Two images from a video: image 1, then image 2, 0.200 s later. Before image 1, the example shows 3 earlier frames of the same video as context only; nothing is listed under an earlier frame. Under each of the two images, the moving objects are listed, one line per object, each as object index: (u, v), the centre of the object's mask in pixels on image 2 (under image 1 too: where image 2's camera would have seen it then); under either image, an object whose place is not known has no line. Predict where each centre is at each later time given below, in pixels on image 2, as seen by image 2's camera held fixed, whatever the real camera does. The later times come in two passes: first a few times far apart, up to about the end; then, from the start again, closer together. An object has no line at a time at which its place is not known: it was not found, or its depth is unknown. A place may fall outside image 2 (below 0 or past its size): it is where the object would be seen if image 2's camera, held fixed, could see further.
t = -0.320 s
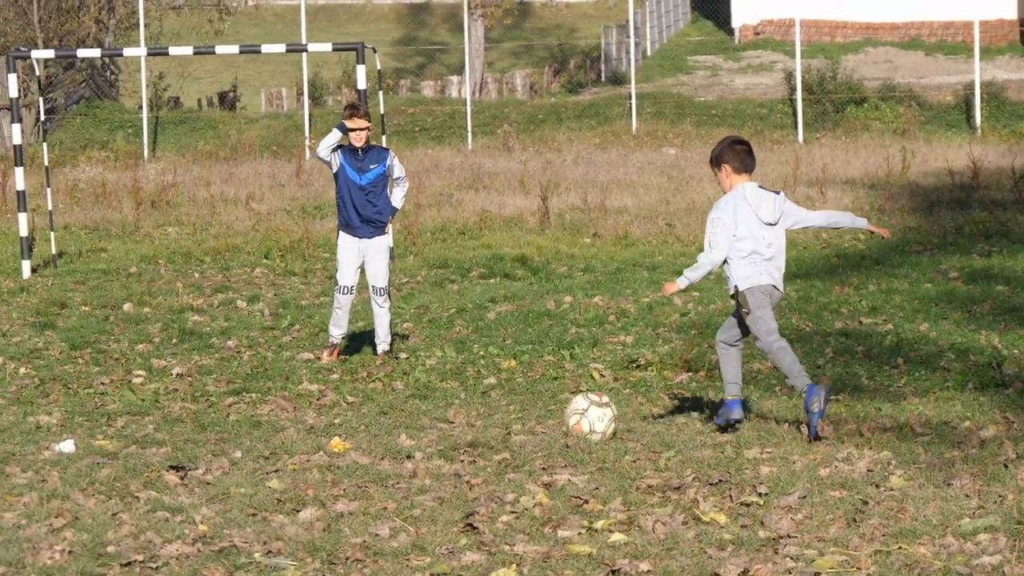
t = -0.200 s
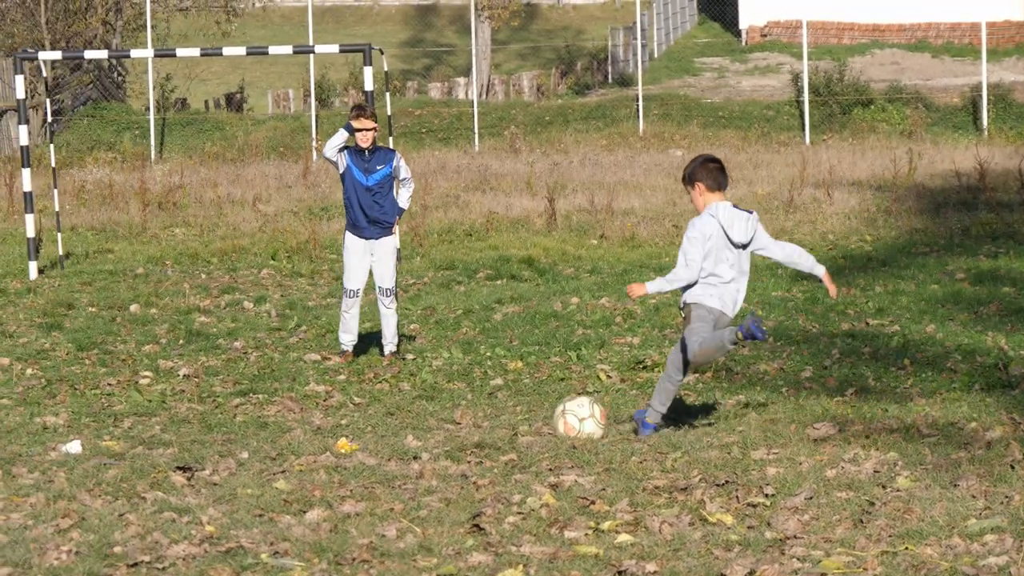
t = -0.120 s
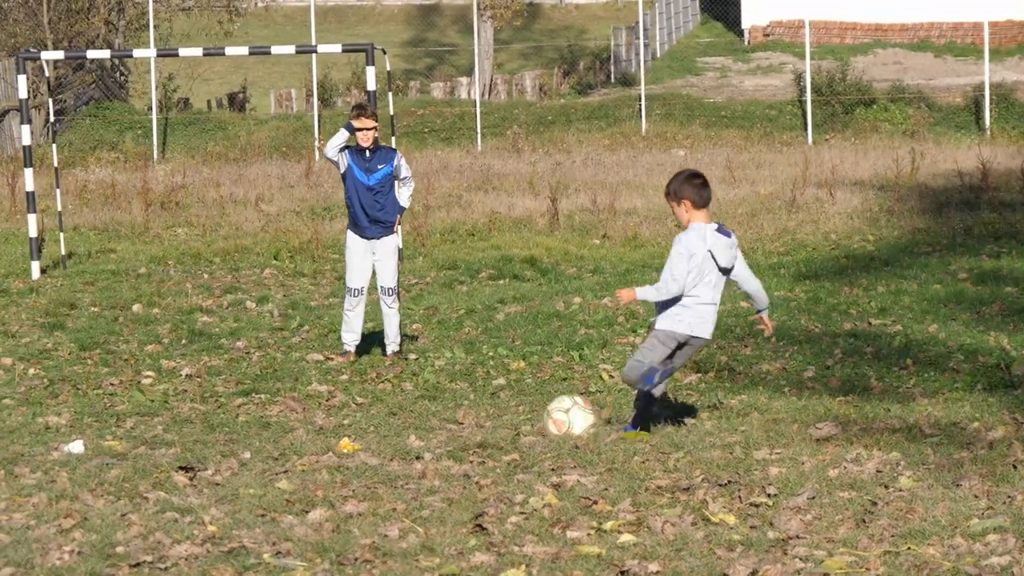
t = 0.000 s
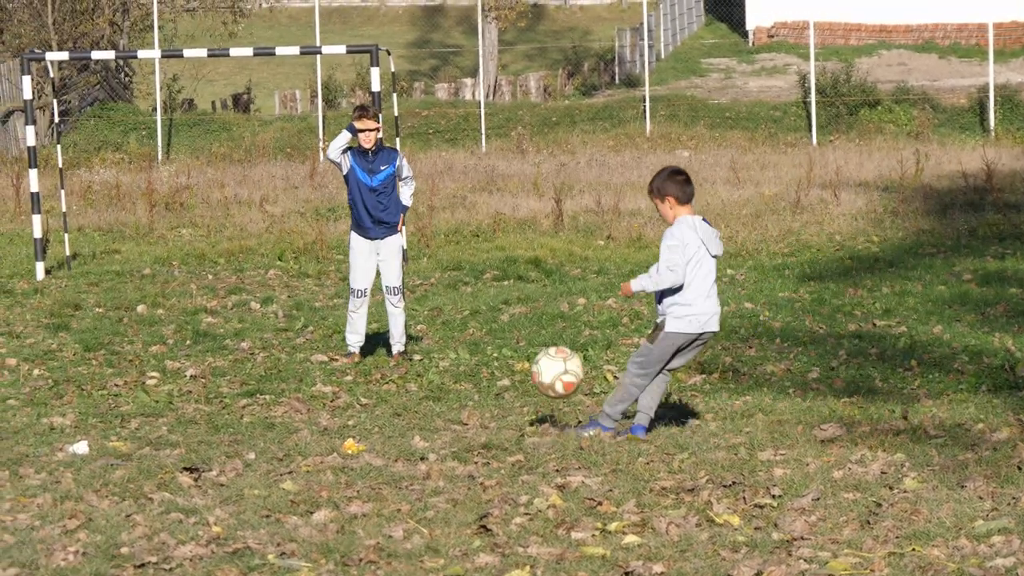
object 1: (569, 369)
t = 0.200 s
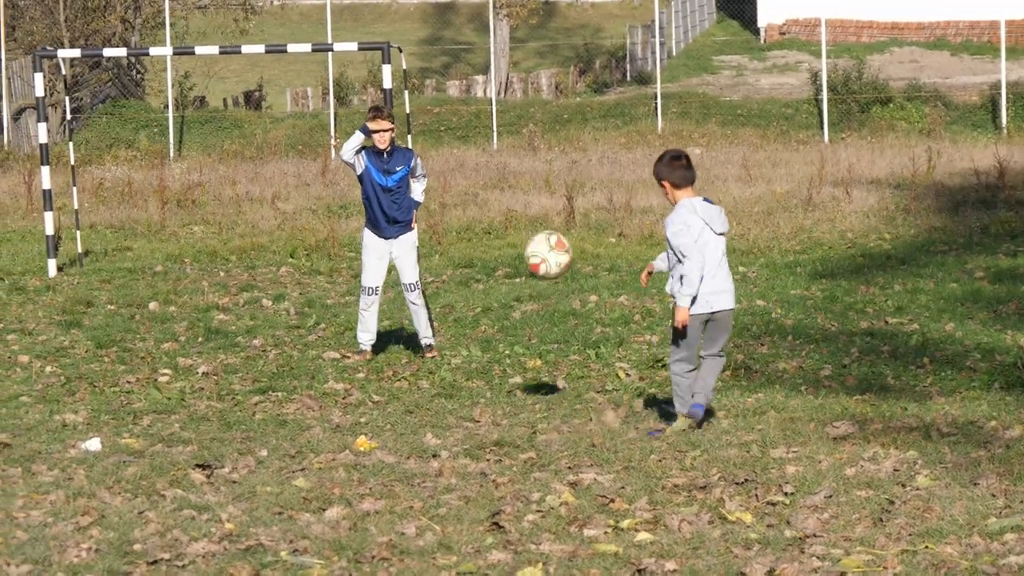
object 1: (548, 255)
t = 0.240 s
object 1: (545, 243)
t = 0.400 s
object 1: (537, 232)
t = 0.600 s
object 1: (535, 286)
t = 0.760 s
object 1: (535, 345)
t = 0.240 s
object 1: (545, 243)
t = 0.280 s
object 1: (543, 235)
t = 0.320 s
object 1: (541, 231)
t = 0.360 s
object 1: (539, 230)
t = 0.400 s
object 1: (537, 232)
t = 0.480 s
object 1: (535, 245)
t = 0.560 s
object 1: (535, 270)
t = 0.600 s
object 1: (535, 286)
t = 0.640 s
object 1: (536, 306)
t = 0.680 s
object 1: (536, 328)
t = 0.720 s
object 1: (536, 350)
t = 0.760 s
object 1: (535, 345)
